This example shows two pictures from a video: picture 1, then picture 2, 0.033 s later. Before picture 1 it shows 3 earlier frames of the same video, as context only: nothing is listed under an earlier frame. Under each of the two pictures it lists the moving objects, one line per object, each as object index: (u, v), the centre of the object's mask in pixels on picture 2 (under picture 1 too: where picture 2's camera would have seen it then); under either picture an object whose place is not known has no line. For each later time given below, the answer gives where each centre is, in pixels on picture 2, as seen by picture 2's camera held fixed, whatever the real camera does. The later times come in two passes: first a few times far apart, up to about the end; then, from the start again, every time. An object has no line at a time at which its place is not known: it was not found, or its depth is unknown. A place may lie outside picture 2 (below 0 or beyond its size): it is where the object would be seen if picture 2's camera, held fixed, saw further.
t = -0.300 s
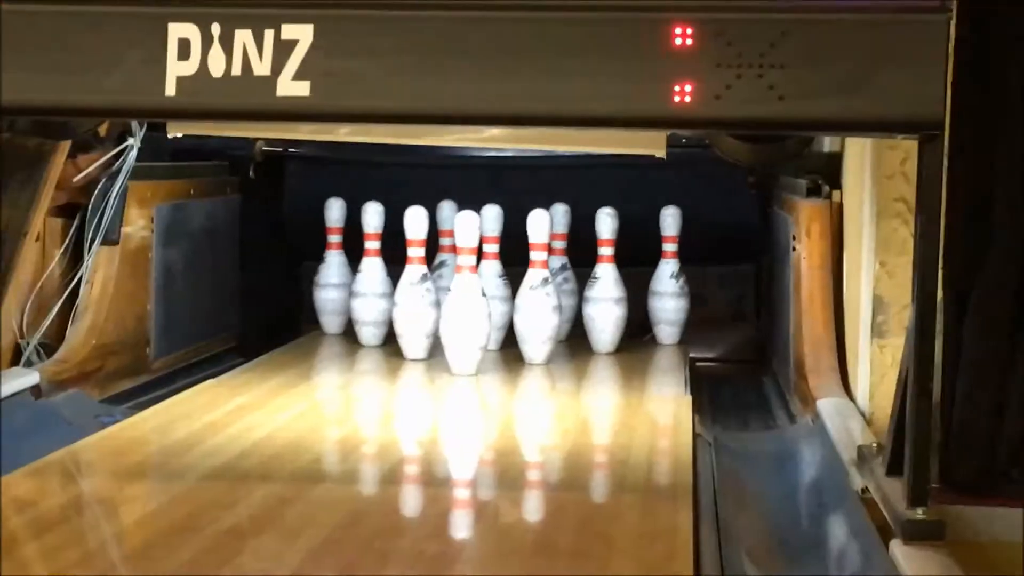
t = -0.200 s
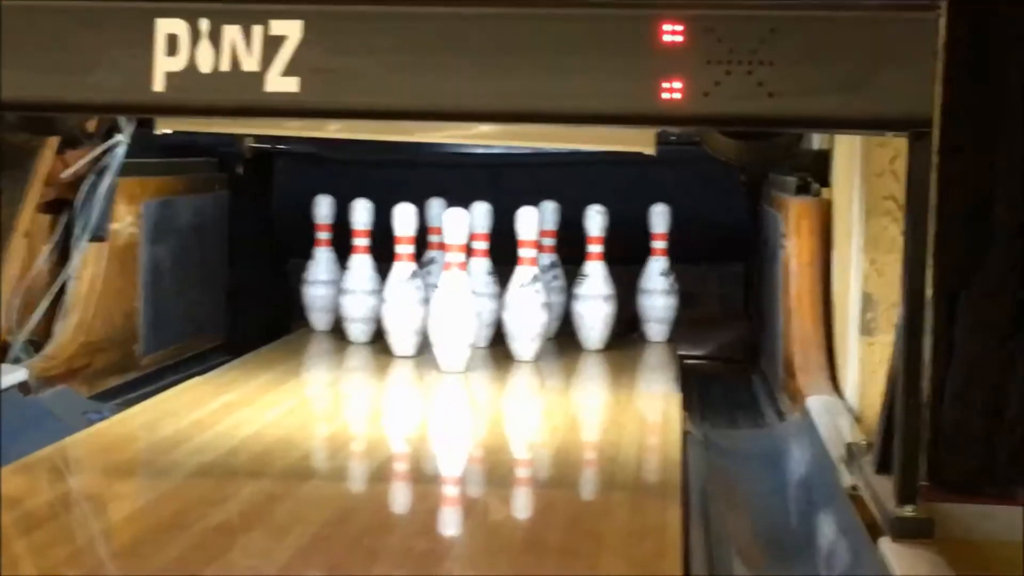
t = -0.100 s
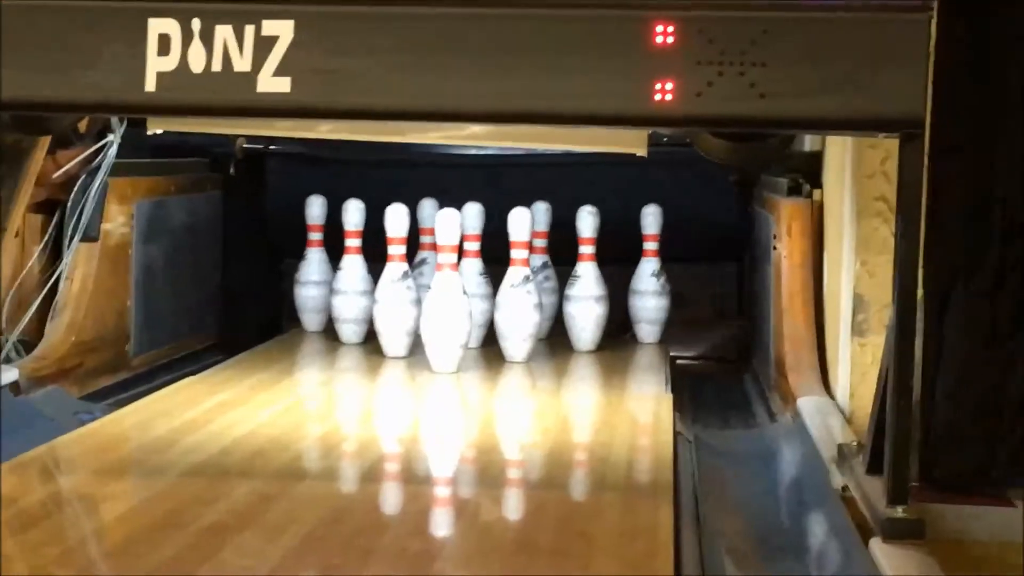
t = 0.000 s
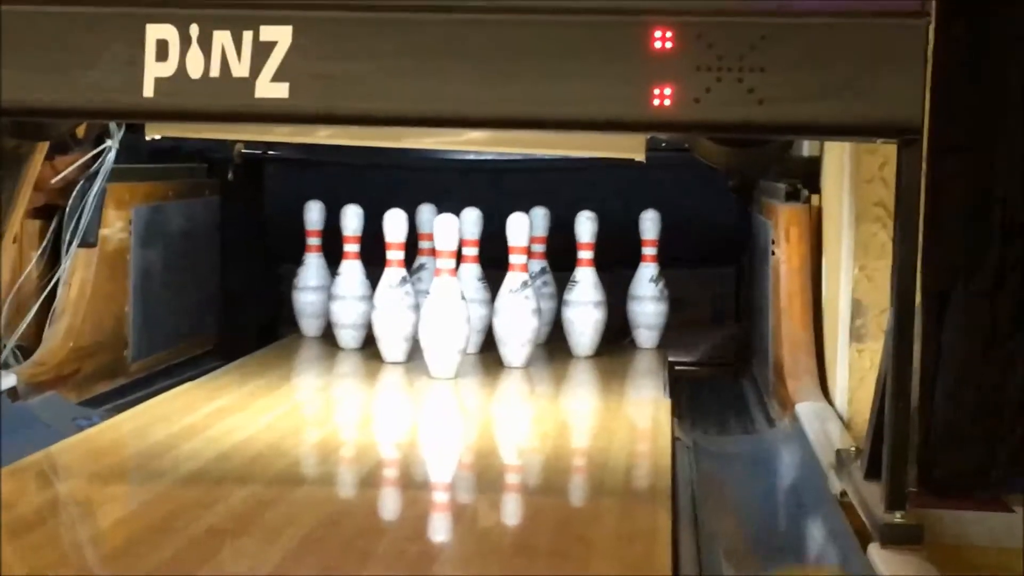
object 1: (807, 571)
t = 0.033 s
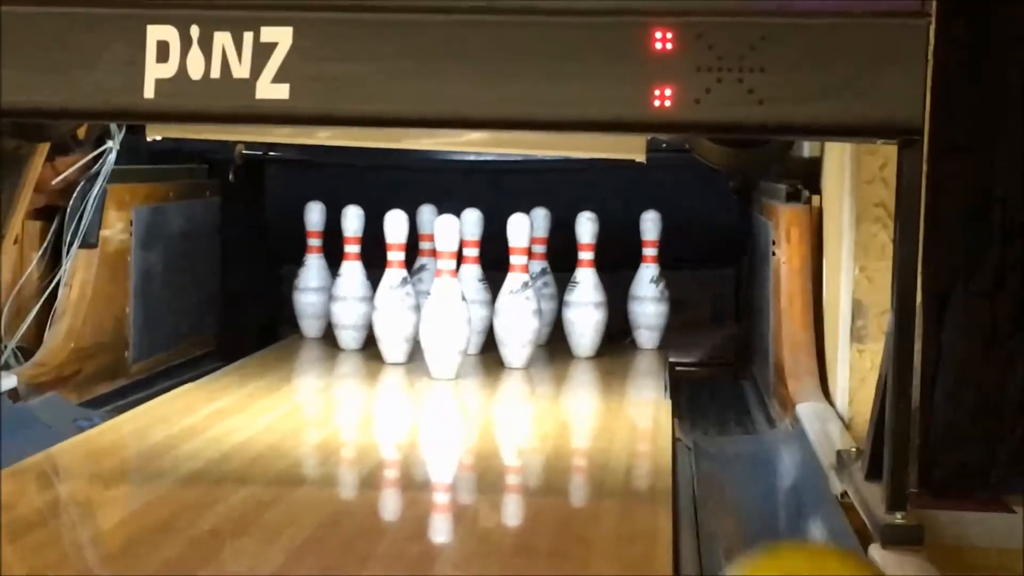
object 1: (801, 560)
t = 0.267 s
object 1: (757, 480)
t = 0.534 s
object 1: (729, 387)
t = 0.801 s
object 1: (716, 346)
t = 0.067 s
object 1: (794, 549)
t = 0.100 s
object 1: (787, 539)
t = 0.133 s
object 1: (782, 530)
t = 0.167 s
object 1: (776, 520)
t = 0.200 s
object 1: (769, 510)
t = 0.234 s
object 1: (762, 497)
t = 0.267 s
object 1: (757, 480)
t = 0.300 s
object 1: (753, 464)
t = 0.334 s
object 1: (750, 449)
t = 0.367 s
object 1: (749, 436)
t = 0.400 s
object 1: (746, 423)
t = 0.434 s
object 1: (741, 412)
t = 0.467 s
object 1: (738, 403)
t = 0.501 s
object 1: (734, 394)
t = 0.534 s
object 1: (729, 387)
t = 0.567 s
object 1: (723, 381)
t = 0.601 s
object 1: (719, 376)
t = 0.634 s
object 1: (716, 370)
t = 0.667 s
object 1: (717, 365)
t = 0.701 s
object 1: (716, 360)
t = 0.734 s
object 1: (716, 355)
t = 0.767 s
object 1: (716, 350)
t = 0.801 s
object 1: (716, 346)
